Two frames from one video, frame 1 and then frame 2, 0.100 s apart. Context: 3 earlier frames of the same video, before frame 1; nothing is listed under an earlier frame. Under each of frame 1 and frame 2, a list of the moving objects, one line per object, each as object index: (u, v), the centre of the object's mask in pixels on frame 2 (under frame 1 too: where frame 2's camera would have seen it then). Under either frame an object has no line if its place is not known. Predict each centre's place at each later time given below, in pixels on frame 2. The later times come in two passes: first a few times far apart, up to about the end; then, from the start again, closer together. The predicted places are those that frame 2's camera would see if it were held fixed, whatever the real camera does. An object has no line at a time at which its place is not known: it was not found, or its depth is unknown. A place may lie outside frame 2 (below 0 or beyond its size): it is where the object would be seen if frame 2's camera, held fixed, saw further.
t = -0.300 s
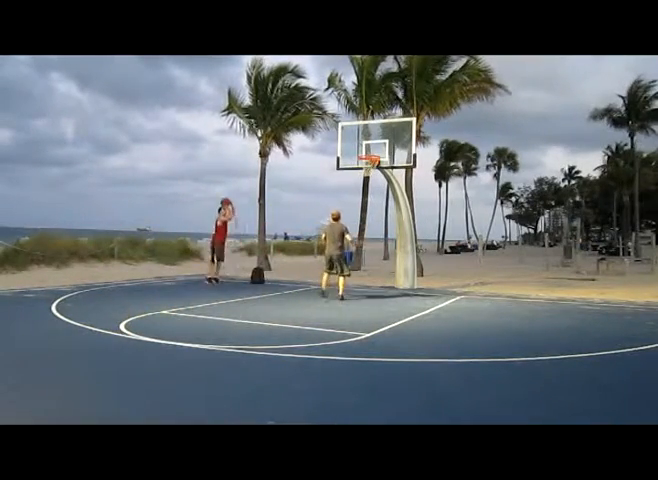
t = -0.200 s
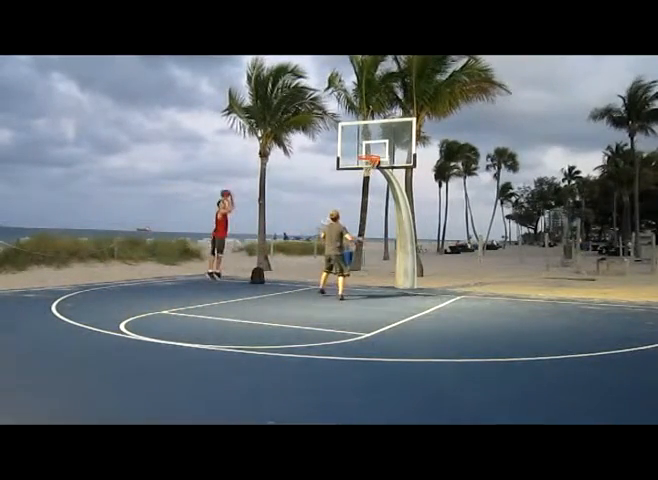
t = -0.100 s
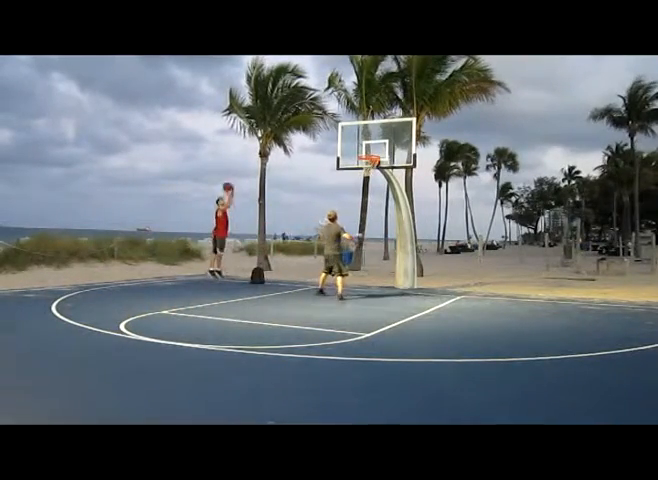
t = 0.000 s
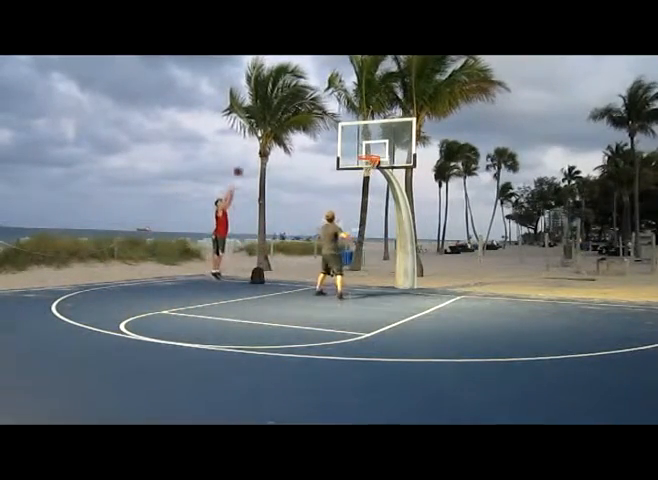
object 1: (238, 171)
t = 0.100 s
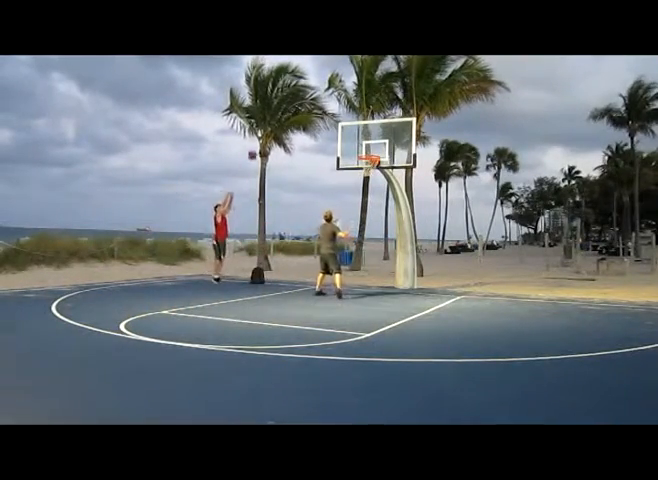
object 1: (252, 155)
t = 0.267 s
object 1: (277, 139)
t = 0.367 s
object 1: (286, 130)
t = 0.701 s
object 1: (347, 138)
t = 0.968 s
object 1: (374, 173)
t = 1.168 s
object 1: (374, 208)
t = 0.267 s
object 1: (277, 139)
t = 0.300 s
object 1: (279, 132)
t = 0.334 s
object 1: (281, 132)
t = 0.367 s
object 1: (286, 130)
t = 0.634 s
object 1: (335, 132)
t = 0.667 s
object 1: (340, 134)
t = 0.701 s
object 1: (347, 138)
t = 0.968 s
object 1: (374, 173)
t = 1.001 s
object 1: (374, 177)
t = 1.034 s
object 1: (374, 182)
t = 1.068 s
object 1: (374, 188)
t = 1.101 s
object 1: (374, 194)
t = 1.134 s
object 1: (374, 201)
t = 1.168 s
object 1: (374, 208)
